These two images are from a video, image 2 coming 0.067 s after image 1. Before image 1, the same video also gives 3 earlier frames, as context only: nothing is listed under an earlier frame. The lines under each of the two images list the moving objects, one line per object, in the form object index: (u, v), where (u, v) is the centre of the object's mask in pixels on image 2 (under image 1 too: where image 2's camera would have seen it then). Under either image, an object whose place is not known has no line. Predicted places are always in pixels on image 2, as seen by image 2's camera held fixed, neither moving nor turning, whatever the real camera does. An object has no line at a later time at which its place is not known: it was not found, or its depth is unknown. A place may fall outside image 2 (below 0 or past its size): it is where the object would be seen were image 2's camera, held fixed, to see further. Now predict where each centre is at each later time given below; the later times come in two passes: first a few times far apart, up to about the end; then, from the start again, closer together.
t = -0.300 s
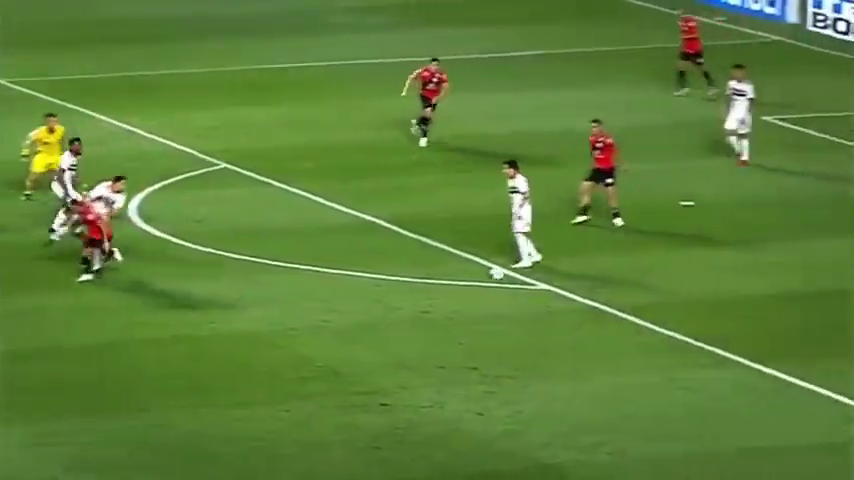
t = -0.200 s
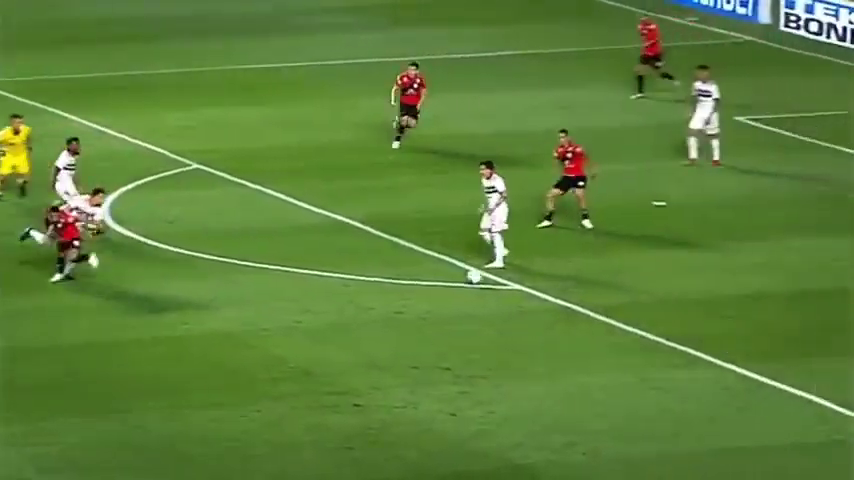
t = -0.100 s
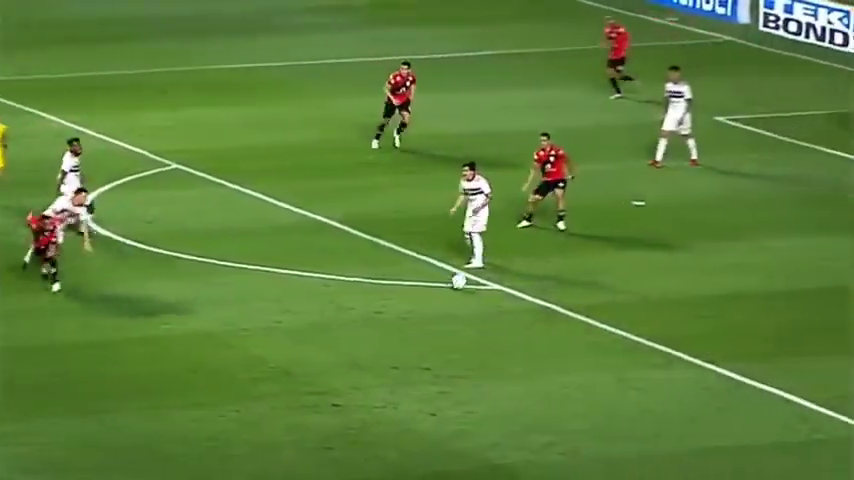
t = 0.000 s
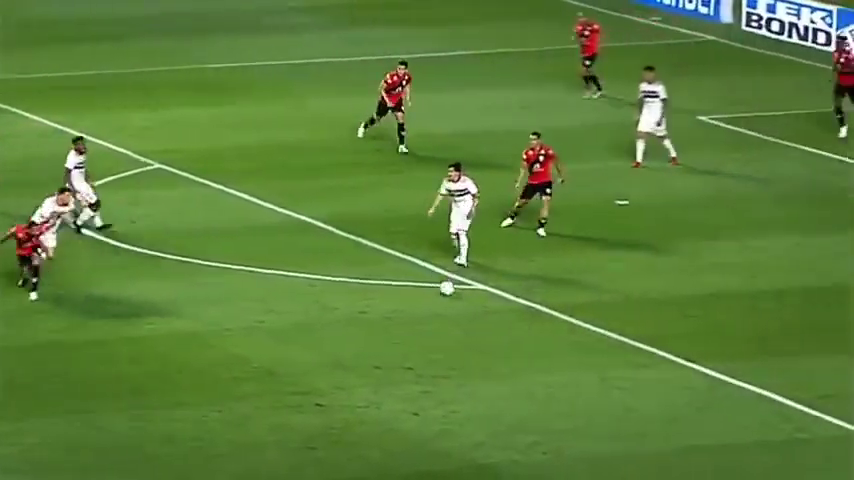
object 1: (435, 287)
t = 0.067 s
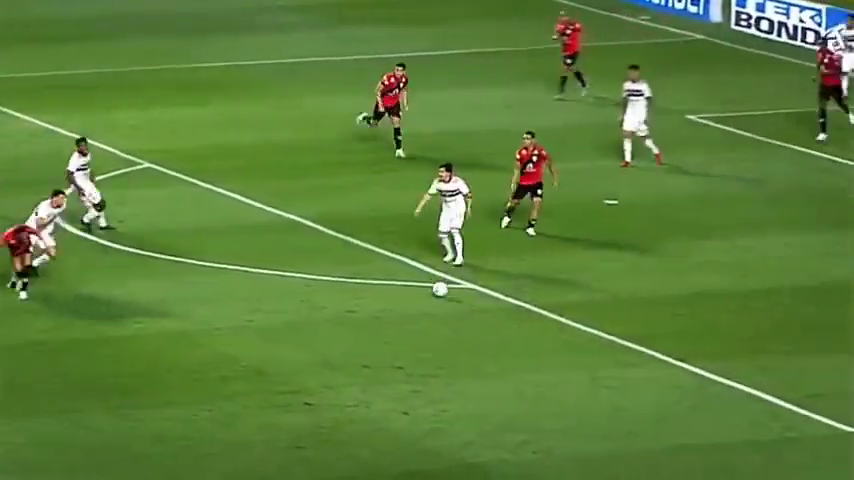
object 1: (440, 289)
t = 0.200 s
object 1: (447, 297)
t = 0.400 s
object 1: (457, 304)
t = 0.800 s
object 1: (479, 320)
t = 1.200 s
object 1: (500, 334)
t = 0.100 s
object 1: (442, 291)
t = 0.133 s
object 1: (443, 293)
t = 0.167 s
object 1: (445, 296)
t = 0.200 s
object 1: (447, 297)
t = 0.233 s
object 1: (448, 297)
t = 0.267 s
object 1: (450, 298)
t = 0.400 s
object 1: (457, 304)
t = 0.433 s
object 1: (459, 306)
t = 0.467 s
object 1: (460, 307)
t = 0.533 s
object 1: (464, 310)
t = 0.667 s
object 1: (472, 316)
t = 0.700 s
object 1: (473, 316)
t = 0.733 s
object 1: (475, 317)
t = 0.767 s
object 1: (477, 318)
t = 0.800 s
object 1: (479, 320)
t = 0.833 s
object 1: (481, 322)
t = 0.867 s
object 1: (483, 324)
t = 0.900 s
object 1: (484, 324)
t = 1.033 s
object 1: (492, 329)
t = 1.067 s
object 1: (494, 330)
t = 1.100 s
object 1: (495, 332)
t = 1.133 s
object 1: (497, 333)
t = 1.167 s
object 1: (498, 333)
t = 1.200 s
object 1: (500, 334)
